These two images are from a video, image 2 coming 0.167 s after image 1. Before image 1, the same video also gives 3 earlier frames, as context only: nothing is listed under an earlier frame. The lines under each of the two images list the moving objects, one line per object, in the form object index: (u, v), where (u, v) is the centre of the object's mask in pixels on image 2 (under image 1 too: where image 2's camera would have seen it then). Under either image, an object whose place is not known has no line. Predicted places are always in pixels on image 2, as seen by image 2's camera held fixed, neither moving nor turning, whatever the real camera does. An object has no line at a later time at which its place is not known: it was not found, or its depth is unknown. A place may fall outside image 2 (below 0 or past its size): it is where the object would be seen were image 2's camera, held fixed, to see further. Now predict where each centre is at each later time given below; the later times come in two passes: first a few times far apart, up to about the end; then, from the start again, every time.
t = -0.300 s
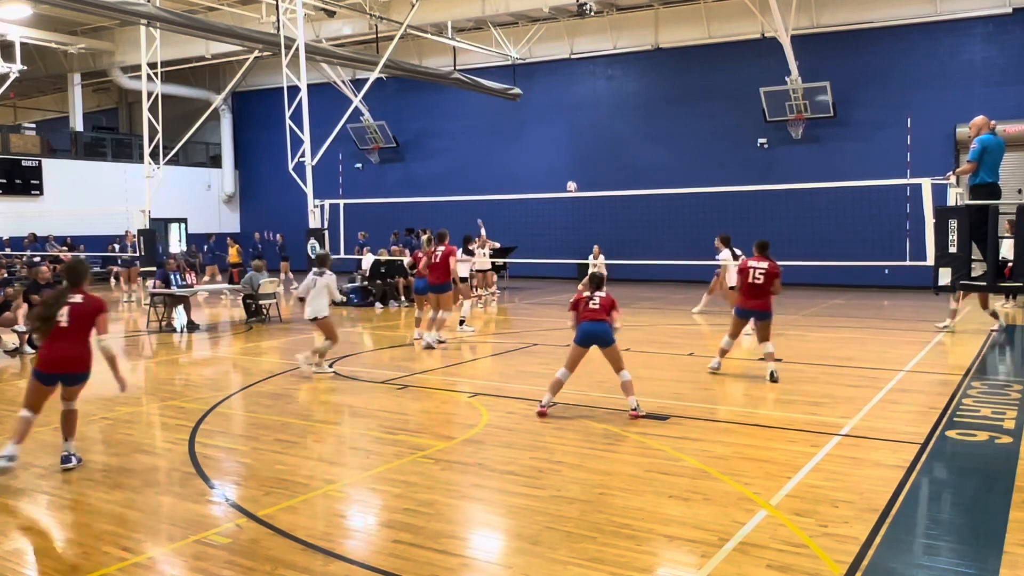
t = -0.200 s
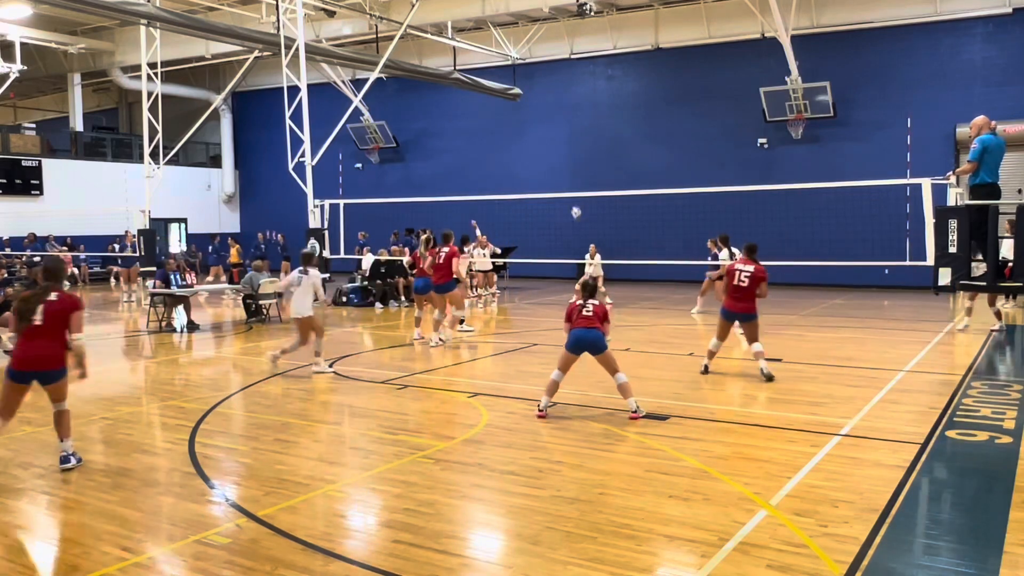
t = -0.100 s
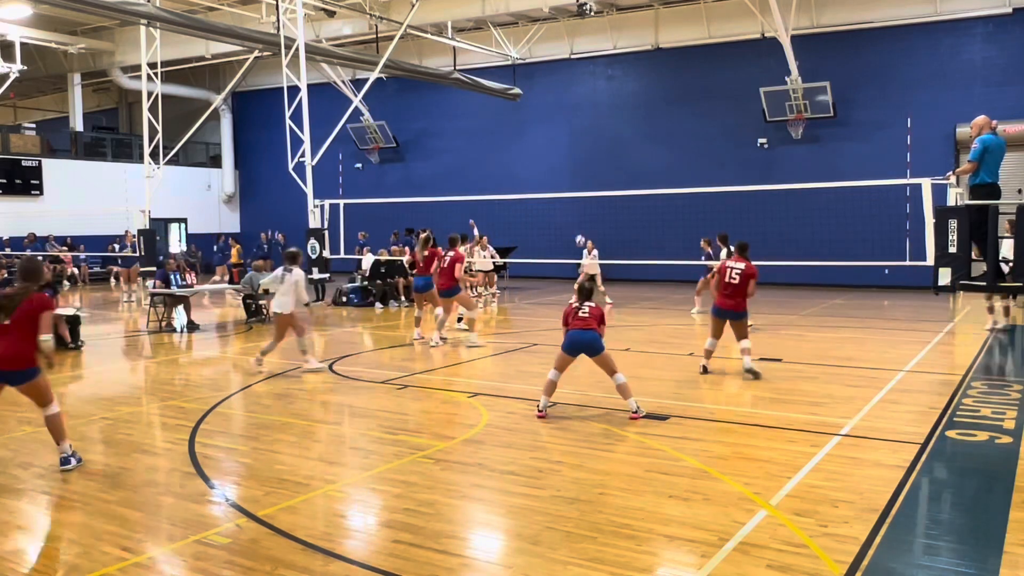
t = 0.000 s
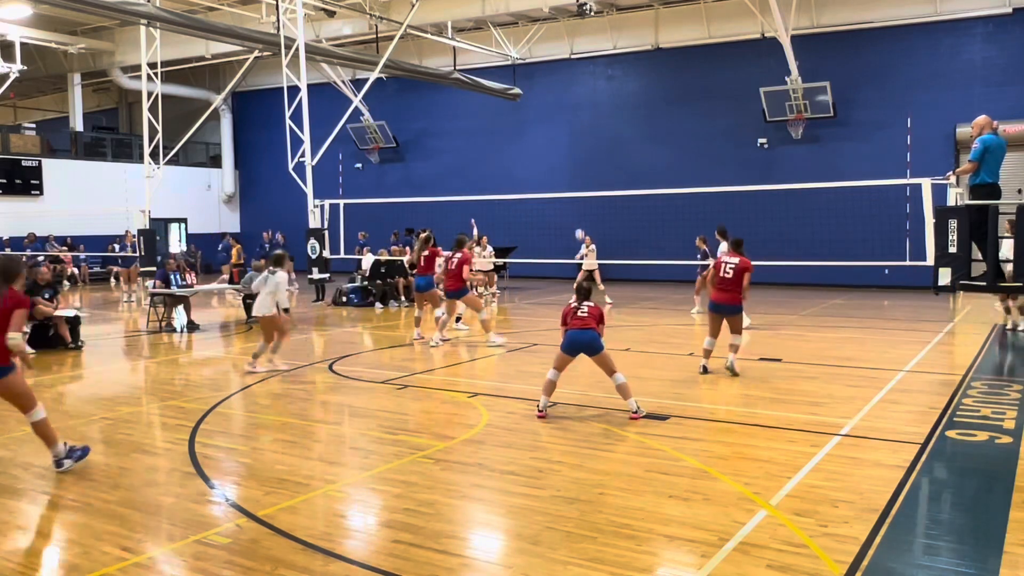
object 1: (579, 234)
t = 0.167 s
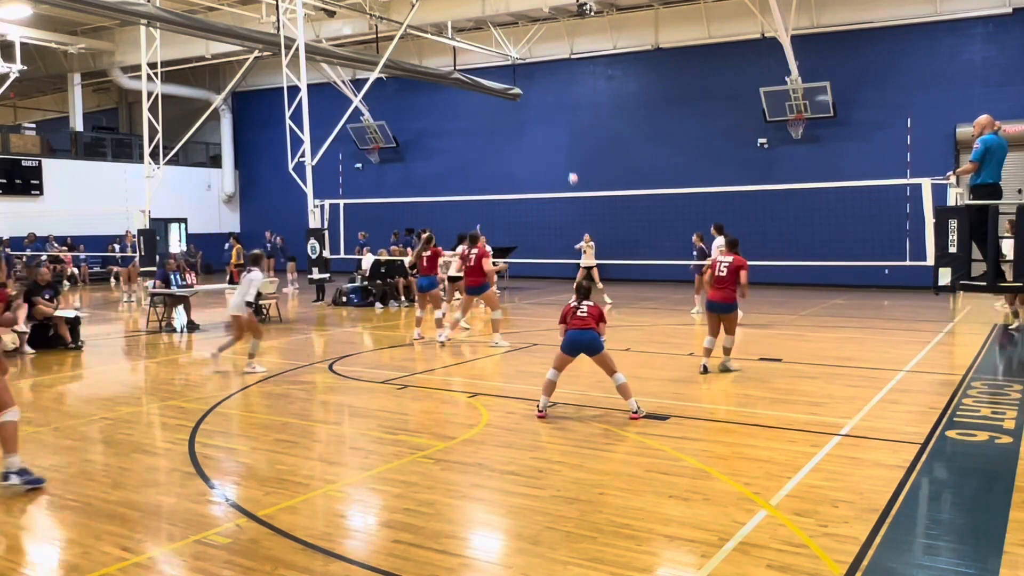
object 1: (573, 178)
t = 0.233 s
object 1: (570, 159)
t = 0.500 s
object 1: (558, 101)
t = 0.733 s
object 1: (548, 77)
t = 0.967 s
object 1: (538, 80)
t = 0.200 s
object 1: (571, 168)
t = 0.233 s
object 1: (570, 159)
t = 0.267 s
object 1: (568, 150)
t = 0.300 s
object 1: (567, 142)
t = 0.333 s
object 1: (566, 134)
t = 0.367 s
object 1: (564, 126)
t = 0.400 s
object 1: (562, 119)
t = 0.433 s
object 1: (561, 112)
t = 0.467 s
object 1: (559, 106)
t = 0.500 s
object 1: (558, 101)
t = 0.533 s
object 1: (557, 96)
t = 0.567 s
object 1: (555, 91)
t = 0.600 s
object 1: (554, 87)
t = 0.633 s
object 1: (552, 84)
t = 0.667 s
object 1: (551, 81)
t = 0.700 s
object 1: (549, 79)
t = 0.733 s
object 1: (548, 77)
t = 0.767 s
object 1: (547, 76)
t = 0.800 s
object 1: (545, 75)
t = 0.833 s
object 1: (544, 75)
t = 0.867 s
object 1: (542, 76)
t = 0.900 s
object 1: (541, 77)
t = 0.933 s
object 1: (539, 78)
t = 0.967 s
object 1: (538, 80)
